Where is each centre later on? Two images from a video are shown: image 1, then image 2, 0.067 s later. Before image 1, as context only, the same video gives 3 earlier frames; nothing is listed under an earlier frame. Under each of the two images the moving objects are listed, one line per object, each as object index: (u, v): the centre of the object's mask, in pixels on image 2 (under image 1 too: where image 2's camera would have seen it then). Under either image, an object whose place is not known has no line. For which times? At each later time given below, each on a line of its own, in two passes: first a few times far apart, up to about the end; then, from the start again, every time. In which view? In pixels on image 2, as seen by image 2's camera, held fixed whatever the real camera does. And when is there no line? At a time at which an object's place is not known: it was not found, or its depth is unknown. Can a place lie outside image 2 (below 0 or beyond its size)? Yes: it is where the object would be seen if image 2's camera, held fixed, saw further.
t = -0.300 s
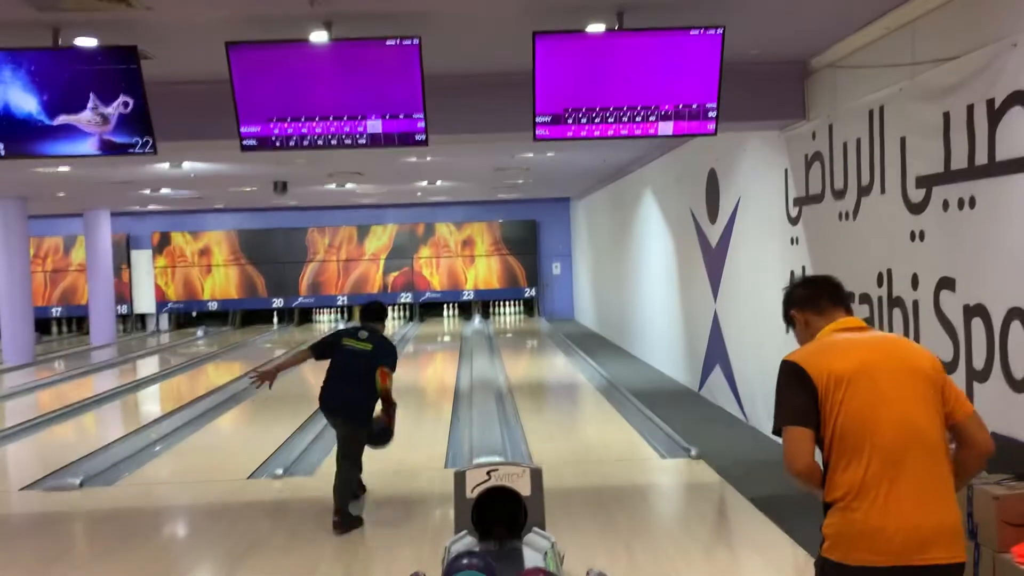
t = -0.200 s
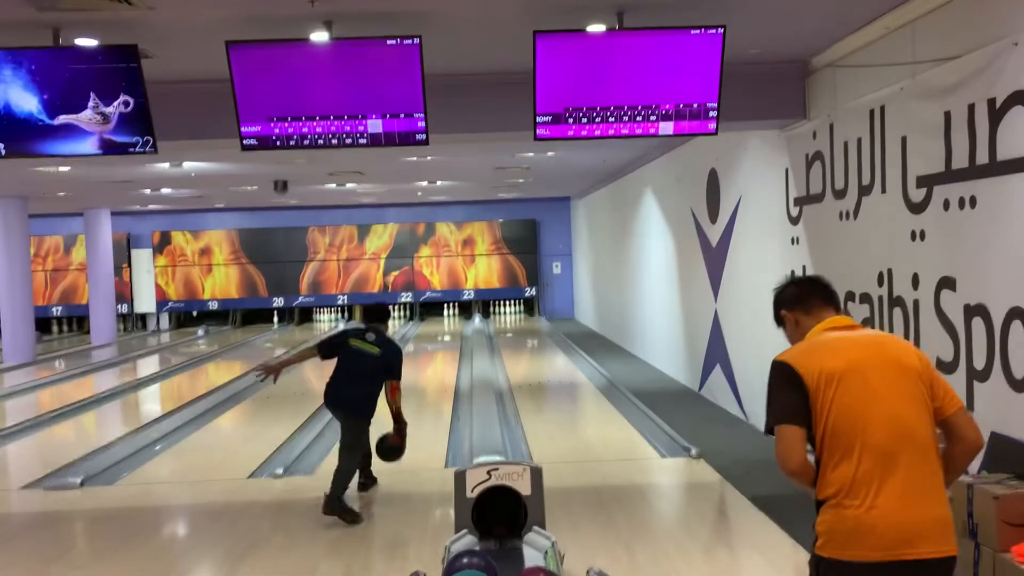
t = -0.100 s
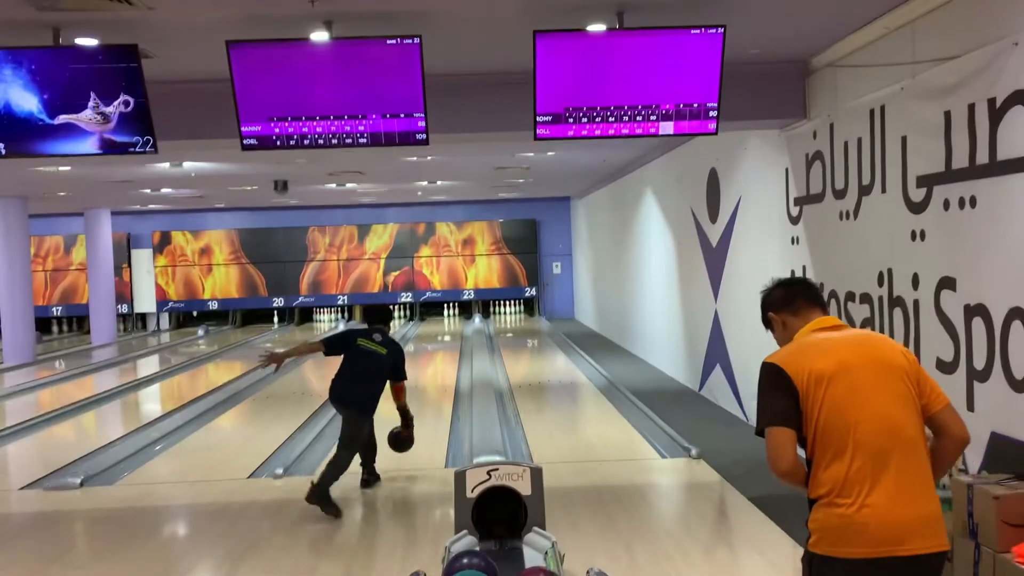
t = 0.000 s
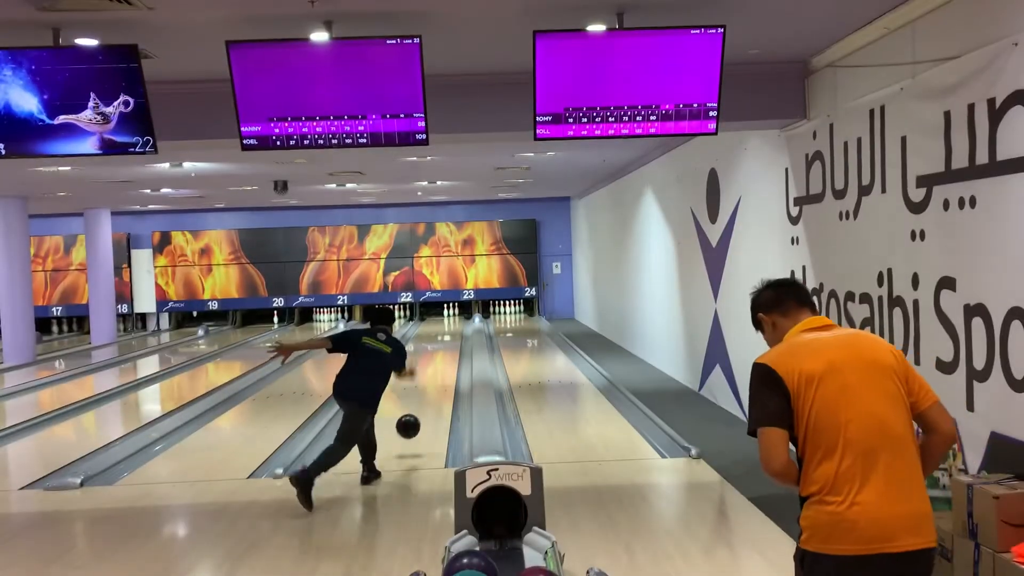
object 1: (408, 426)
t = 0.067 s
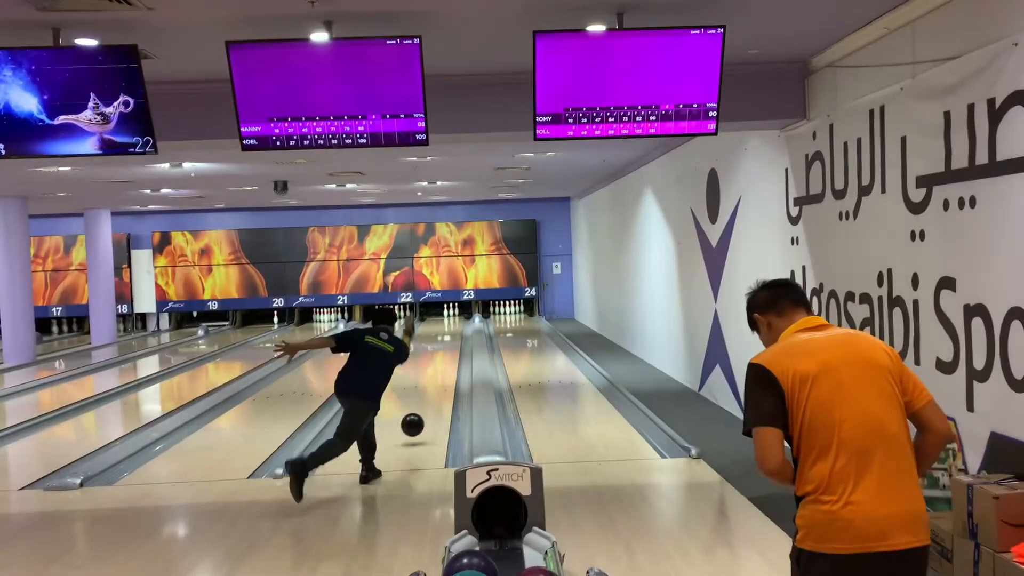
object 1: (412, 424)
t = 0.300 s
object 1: (423, 404)
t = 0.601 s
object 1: (433, 378)
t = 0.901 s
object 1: (439, 360)
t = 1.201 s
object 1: (443, 347)
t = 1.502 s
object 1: (446, 337)
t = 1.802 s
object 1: (448, 329)
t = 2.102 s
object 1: (448, 323)
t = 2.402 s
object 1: (447, 319)
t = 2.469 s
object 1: (447, 318)
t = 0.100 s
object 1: (414, 426)
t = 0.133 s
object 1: (416, 423)
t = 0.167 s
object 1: (418, 419)
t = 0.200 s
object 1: (419, 415)
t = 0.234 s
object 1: (421, 411)
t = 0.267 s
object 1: (422, 407)
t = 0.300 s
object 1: (423, 404)
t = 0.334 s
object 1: (425, 400)
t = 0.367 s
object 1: (426, 397)
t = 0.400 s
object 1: (427, 394)
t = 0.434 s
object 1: (428, 391)
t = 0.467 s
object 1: (429, 388)
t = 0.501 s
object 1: (430, 386)
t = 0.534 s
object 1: (431, 383)
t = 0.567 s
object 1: (432, 380)
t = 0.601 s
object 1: (433, 378)
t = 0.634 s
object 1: (434, 376)
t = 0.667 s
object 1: (435, 374)
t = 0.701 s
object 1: (435, 371)
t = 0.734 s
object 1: (436, 370)
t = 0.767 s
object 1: (437, 368)
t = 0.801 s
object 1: (437, 366)
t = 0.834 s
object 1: (438, 364)
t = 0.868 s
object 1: (438, 362)
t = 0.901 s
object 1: (439, 360)
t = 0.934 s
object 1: (440, 359)
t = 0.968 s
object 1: (440, 357)
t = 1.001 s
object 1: (441, 355)
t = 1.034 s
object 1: (441, 354)
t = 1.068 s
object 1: (441, 352)
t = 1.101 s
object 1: (442, 351)
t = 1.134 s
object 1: (442, 350)
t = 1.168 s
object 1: (443, 348)
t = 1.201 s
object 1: (443, 347)
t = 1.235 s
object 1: (443, 346)
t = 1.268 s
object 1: (444, 345)
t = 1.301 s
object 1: (444, 343)
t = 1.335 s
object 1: (444, 342)
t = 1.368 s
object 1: (445, 341)
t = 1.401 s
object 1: (445, 340)
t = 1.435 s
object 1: (445, 339)
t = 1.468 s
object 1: (446, 338)
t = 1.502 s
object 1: (446, 337)
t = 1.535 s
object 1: (446, 336)
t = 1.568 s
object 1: (446, 335)
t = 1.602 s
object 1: (447, 334)
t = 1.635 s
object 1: (447, 334)
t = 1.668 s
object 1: (447, 333)
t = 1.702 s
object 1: (447, 332)
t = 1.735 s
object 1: (447, 331)
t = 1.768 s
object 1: (448, 330)
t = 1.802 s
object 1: (448, 329)
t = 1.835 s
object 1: (448, 329)
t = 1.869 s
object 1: (448, 328)
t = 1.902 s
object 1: (448, 327)
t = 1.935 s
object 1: (448, 326)
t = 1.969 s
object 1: (448, 326)
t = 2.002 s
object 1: (448, 325)
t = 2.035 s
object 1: (448, 324)
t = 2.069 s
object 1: (448, 324)
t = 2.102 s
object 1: (448, 323)
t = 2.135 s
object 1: (448, 323)
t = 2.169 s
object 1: (448, 322)
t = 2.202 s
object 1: (448, 322)
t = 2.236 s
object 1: (448, 321)
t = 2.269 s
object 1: (448, 321)
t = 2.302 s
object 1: (448, 320)
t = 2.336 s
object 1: (448, 320)
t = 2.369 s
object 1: (448, 319)
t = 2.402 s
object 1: (447, 319)
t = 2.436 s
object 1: (447, 318)
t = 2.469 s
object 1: (447, 318)
